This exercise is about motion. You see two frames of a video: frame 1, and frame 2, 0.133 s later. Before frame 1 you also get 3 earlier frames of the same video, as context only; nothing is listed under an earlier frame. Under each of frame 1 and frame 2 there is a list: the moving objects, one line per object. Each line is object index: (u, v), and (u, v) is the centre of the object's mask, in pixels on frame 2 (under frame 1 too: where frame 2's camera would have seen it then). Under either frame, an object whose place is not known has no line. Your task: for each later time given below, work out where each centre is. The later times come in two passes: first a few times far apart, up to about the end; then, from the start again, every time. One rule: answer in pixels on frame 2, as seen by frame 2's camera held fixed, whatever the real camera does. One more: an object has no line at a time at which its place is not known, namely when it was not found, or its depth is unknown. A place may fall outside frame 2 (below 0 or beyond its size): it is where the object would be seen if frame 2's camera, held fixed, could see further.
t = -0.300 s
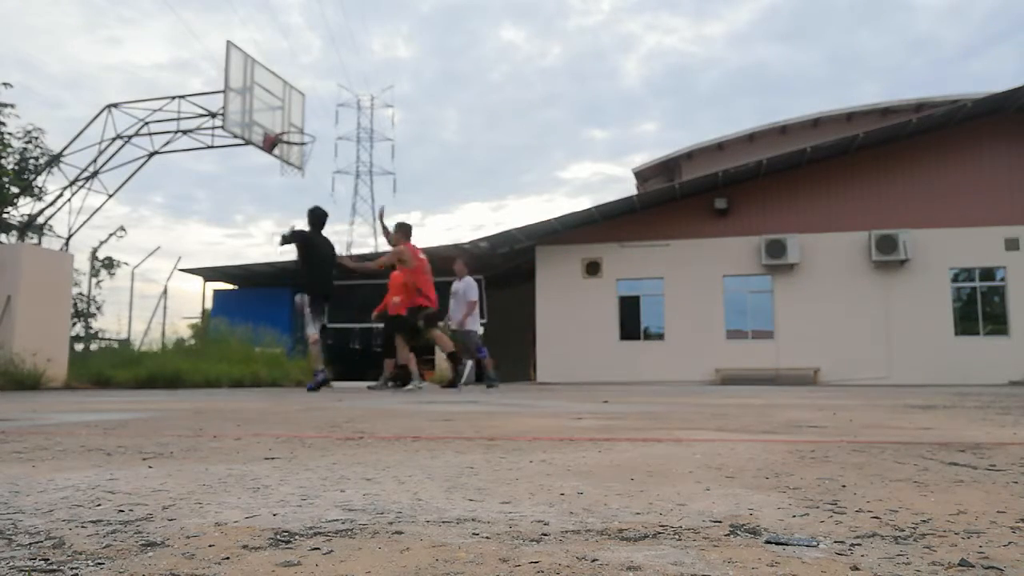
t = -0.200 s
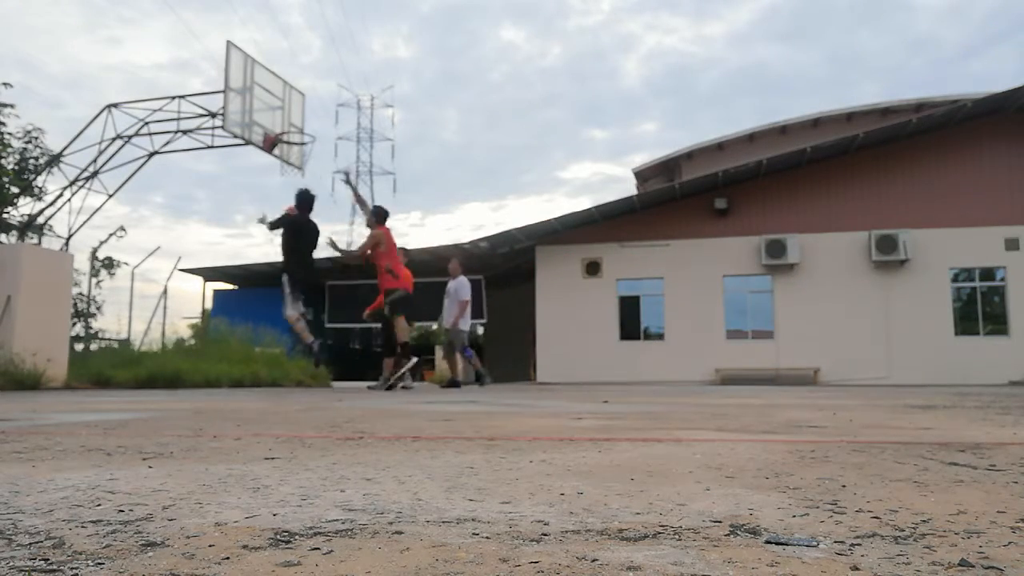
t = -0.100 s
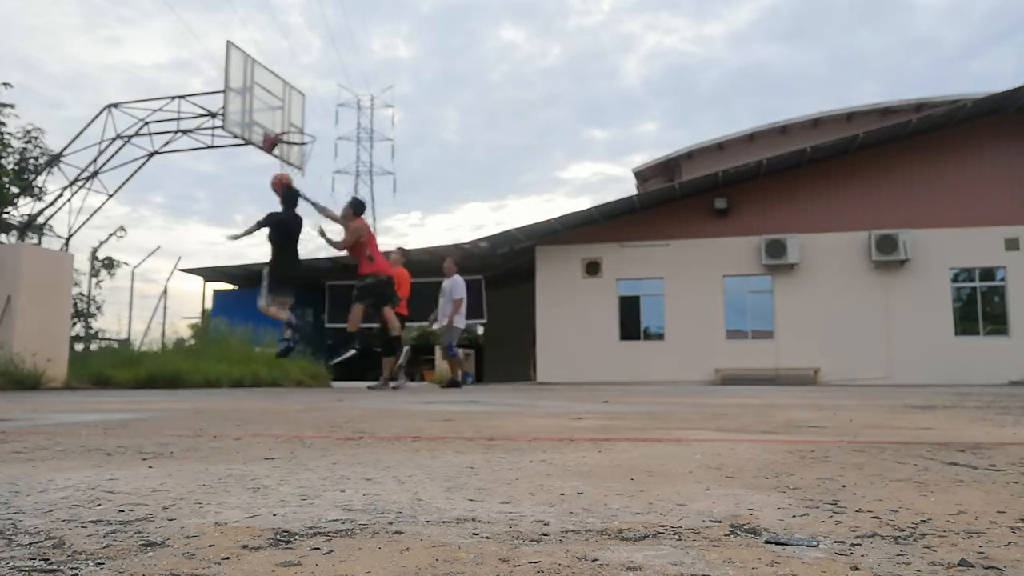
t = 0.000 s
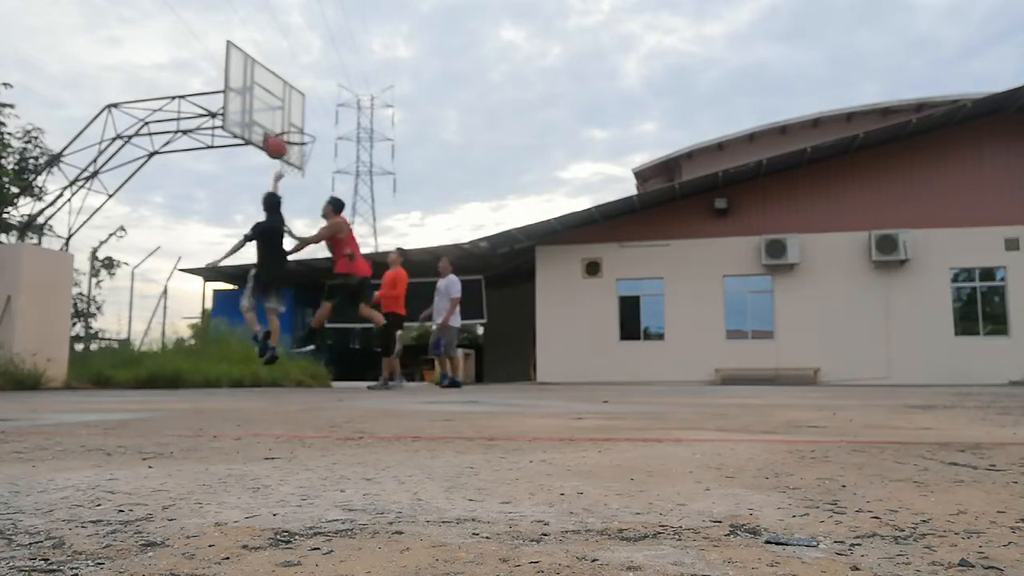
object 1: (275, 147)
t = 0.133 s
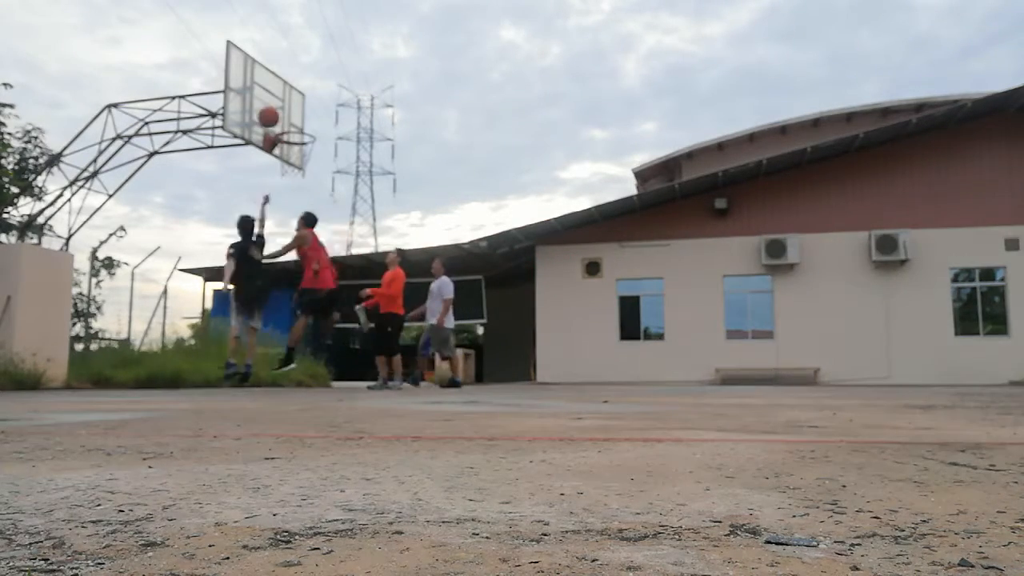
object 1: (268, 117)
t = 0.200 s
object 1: (265, 107)
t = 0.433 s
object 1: (271, 99)
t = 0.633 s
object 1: (294, 119)
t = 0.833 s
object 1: (303, 164)
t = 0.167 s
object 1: (266, 112)
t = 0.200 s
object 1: (265, 107)
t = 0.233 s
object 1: (263, 104)
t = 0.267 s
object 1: (261, 102)
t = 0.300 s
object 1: (259, 101)
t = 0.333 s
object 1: (259, 100)
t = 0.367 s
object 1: (263, 98)
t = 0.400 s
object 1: (267, 99)
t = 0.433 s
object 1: (271, 99)
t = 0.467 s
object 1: (275, 100)
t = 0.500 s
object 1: (279, 103)
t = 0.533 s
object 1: (283, 106)
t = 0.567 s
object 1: (287, 109)
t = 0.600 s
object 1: (290, 114)
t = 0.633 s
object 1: (294, 119)
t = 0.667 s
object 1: (298, 125)
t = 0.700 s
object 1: (302, 133)
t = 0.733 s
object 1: (305, 141)
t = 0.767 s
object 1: (304, 148)
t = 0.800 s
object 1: (304, 156)
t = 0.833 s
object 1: (303, 164)
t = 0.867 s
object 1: (303, 174)
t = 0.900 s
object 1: (302, 183)
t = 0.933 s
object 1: (302, 193)
